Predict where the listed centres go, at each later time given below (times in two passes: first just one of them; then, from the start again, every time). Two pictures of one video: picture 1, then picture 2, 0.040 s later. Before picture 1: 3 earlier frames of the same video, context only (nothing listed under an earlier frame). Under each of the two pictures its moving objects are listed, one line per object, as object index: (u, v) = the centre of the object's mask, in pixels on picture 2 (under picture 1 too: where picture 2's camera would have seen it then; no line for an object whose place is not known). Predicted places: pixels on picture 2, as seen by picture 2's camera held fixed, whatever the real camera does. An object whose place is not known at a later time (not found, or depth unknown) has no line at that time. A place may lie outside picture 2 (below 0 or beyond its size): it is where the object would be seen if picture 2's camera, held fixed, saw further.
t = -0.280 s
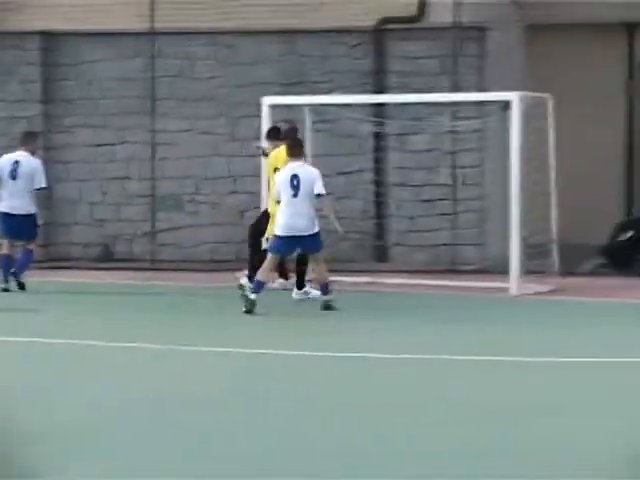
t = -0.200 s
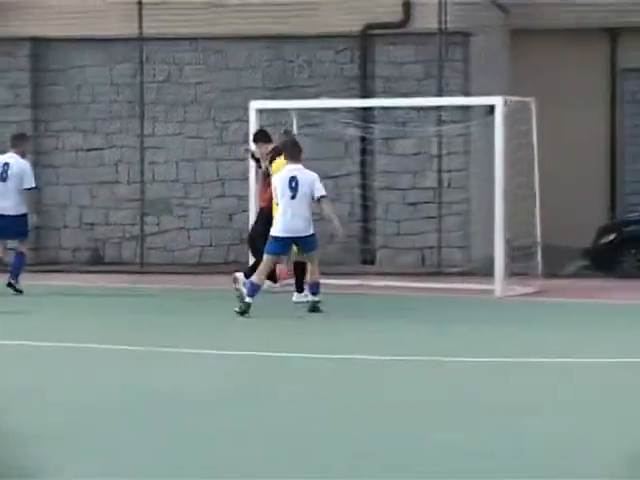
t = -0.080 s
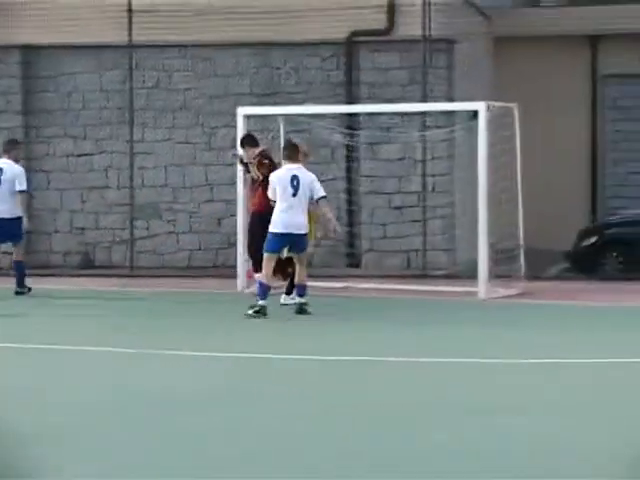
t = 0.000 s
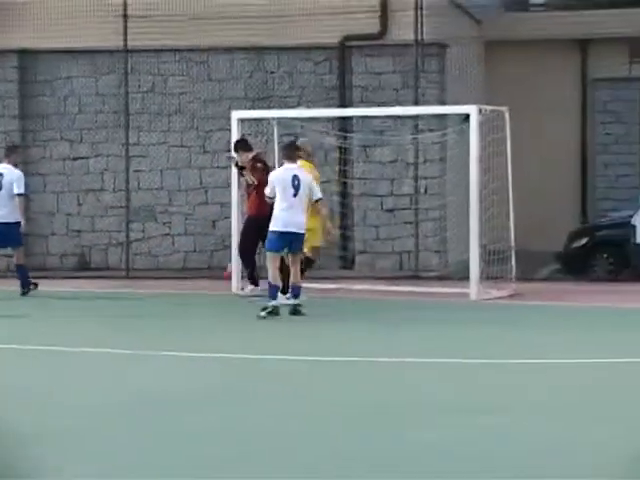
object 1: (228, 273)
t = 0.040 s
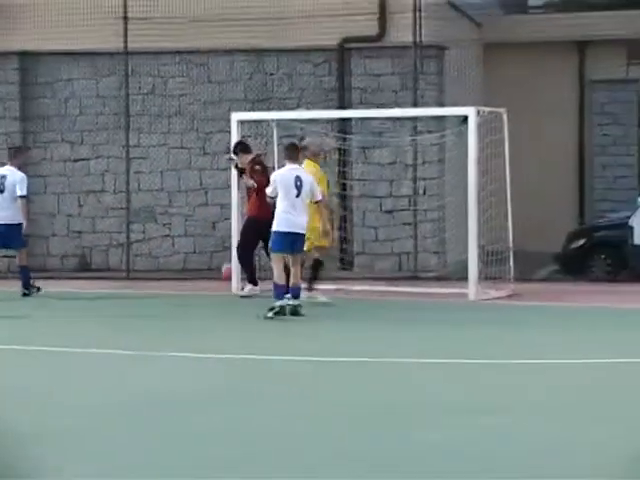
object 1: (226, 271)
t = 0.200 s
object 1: (206, 278)
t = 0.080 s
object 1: (223, 273)
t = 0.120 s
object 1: (218, 277)
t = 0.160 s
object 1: (212, 281)
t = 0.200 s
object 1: (206, 278)
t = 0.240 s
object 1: (200, 277)
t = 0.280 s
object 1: (196, 277)
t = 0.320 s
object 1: (190, 278)
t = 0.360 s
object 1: (185, 281)
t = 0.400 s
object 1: (179, 281)
